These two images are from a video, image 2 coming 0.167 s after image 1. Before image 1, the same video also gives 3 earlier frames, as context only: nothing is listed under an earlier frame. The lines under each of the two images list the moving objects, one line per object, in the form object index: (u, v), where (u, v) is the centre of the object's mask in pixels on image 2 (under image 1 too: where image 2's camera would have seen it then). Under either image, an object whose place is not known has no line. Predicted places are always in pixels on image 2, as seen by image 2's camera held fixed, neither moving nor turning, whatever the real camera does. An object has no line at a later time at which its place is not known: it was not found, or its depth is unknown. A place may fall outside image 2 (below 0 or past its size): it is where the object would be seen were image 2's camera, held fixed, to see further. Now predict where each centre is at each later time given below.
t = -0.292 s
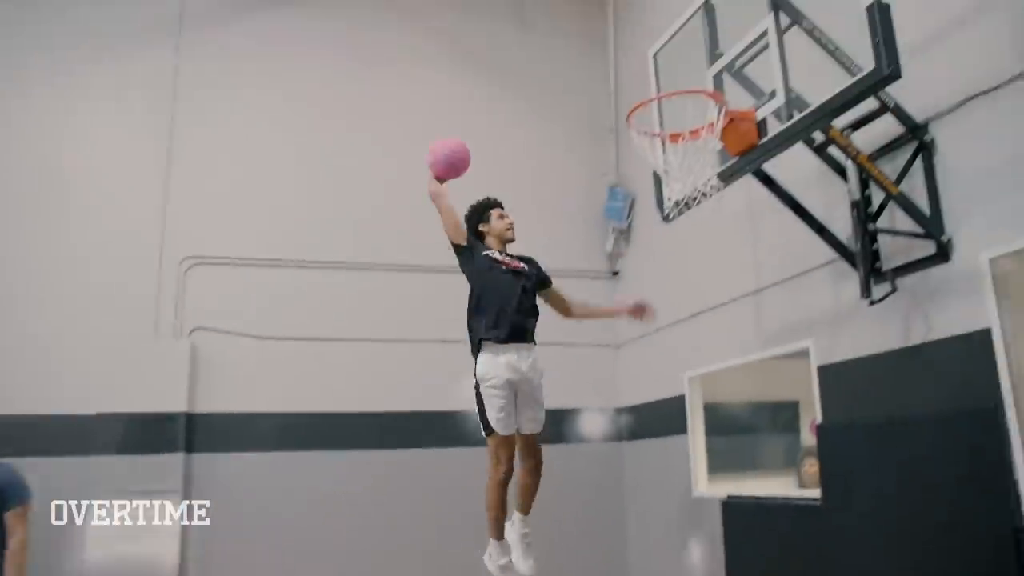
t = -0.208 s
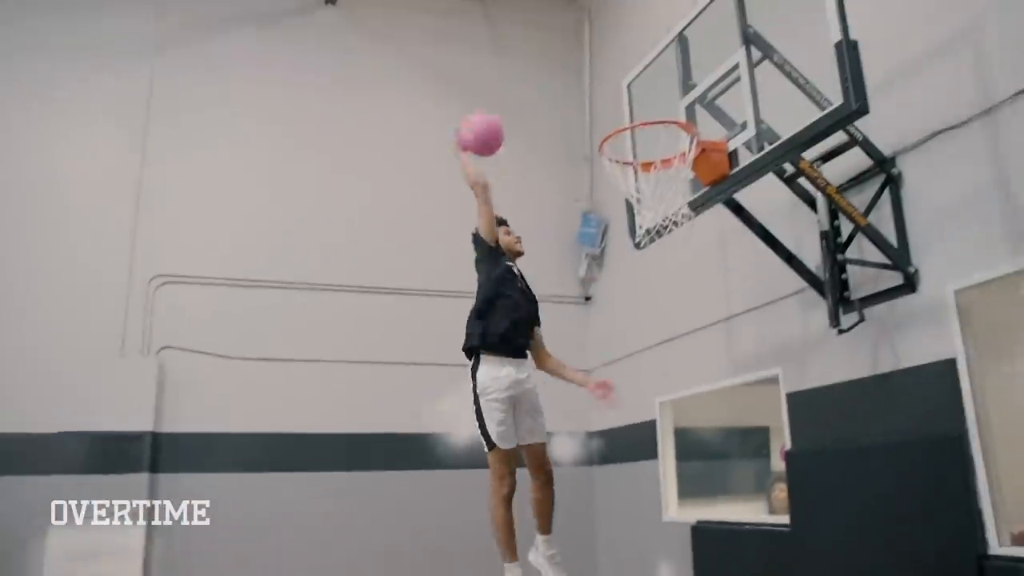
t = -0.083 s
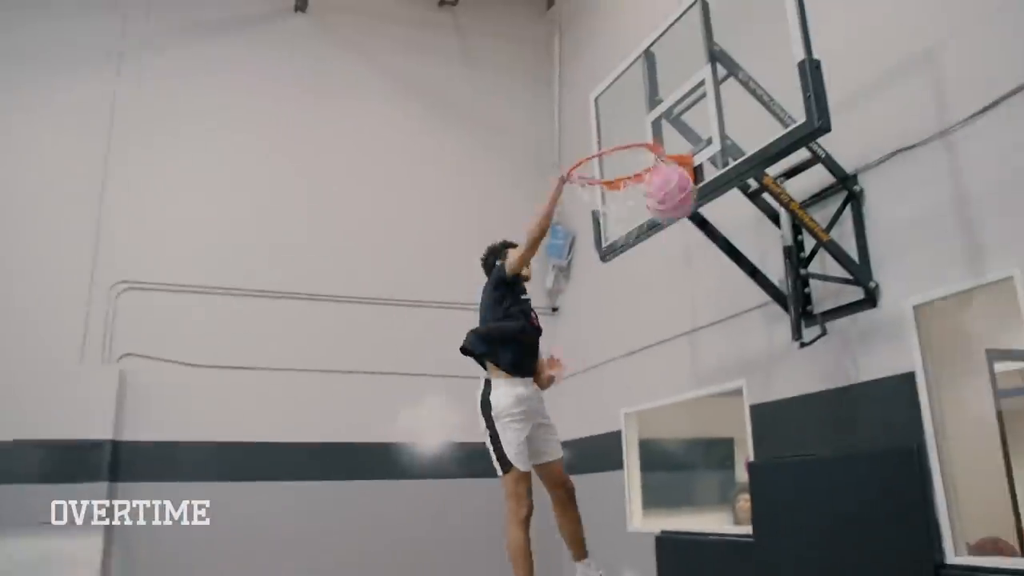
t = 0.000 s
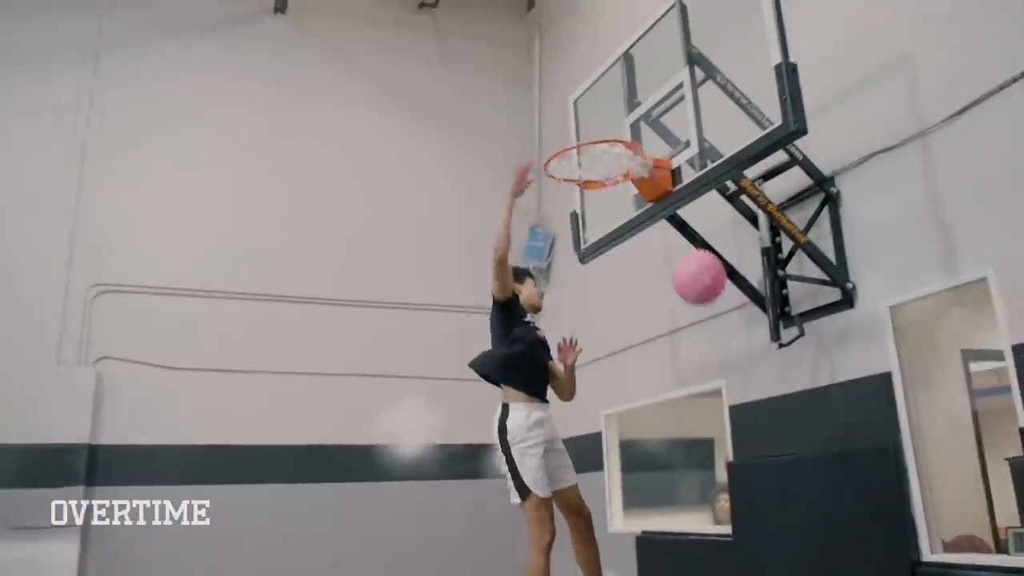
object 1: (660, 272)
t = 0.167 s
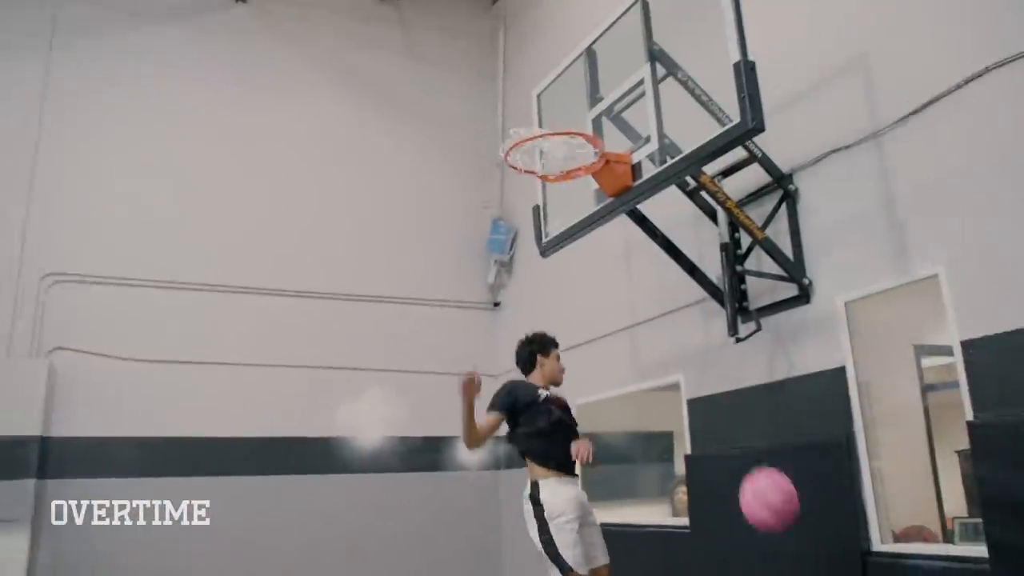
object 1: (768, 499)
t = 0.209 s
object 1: (798, 561)
